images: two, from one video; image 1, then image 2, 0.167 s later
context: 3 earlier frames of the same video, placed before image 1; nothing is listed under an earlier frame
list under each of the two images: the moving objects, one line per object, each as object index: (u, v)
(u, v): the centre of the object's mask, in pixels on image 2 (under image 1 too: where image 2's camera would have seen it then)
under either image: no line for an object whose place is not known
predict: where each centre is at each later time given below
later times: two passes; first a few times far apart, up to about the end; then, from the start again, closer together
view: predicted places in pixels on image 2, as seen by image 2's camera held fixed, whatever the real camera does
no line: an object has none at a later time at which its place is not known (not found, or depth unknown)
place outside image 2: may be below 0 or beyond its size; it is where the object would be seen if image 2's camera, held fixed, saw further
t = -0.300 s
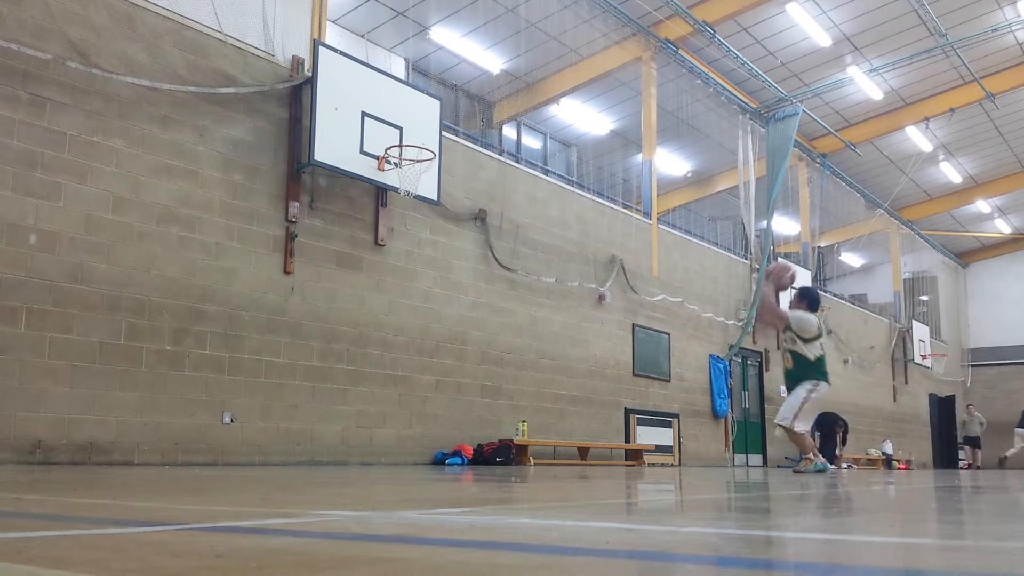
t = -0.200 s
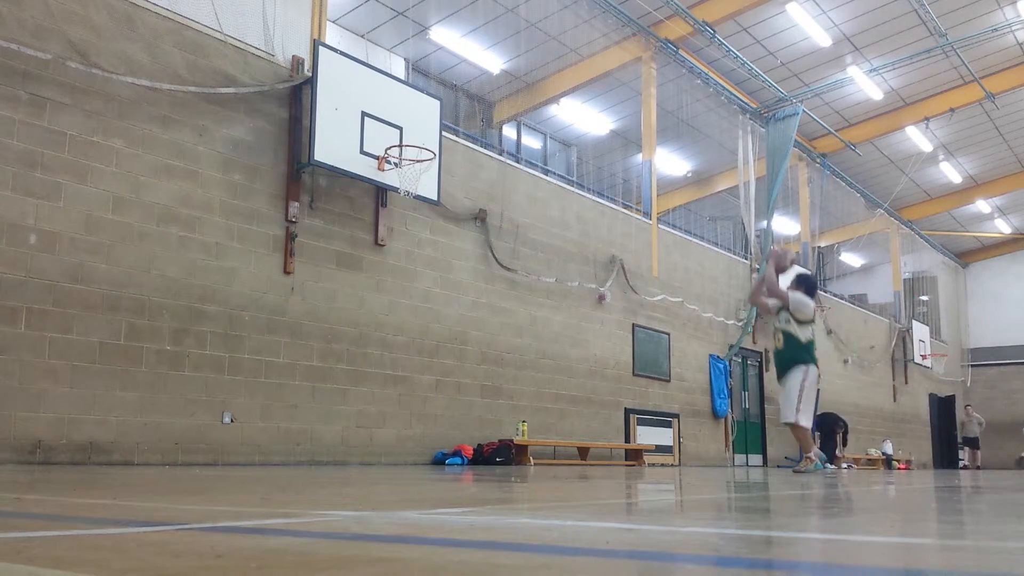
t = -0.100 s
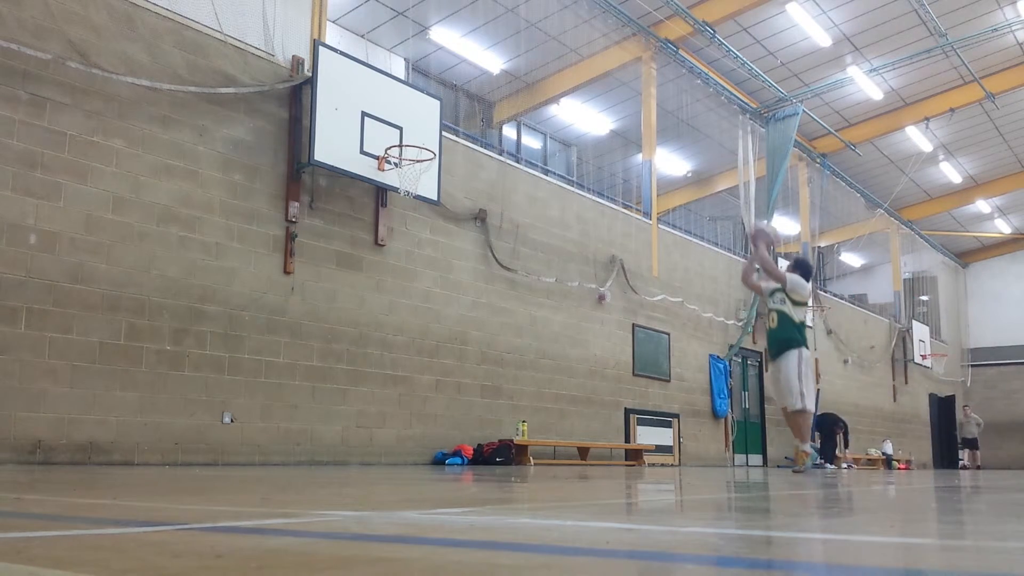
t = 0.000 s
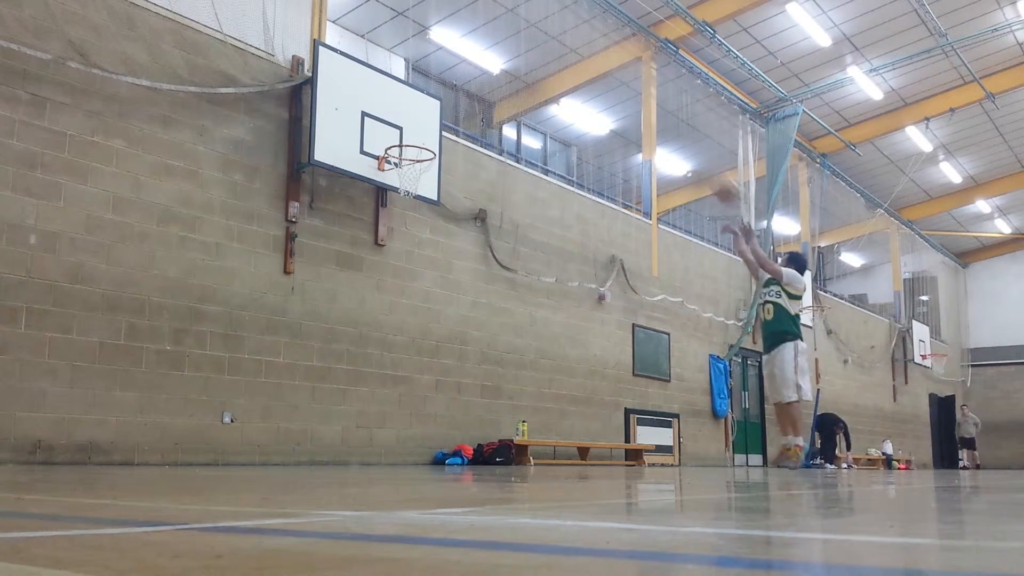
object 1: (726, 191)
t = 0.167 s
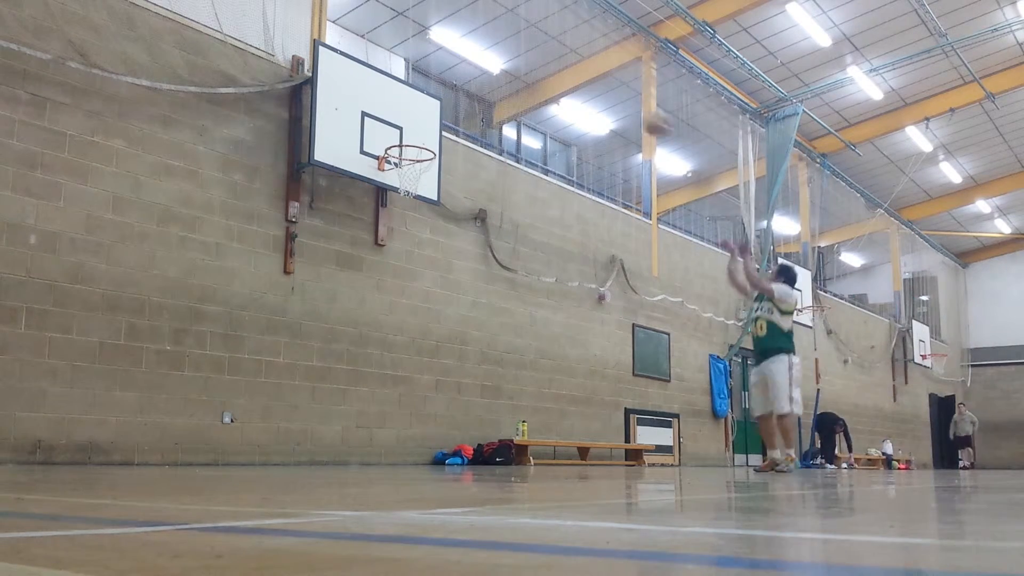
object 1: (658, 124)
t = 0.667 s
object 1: (474, 104)
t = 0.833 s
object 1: (417, 149)
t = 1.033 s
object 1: (395, 136)
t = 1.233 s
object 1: (389, 136)
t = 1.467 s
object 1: (379, 191)
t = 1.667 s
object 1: (367, 291)
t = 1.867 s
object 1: (354, 451)
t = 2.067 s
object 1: (350, 343)
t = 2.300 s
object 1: (342, 273)
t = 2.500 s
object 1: (333, 266)
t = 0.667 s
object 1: (474, 104)
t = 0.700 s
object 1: (465, 112)
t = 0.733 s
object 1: (454, 118)
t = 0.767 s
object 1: (442, 127)
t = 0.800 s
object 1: (430, 136)
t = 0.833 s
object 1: (417, 149)
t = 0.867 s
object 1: (411, 148)
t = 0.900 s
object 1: (405, 146)
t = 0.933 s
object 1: (397, 147)
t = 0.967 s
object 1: (396, 141)
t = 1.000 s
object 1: (395, 138)
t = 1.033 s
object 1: (395, 136)
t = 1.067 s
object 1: (393, 133)
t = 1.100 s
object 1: (392, 132)
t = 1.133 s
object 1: (391, 131)
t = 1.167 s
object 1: (390, 132)
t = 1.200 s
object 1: (390, 133)
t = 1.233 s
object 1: (389, 136)
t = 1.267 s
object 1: (387, 139)
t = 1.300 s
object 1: (385, 145)
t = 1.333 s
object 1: (384, 151)
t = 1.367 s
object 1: (383, 159)
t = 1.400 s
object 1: (381, 167)
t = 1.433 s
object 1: (380, 179)
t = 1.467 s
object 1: (379, 191)
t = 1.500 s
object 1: (378, 202)
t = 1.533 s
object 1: (376, 217)
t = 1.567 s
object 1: (377, 233)
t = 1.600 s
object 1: (372, 251)
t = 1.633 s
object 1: (369, 271)
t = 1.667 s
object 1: (367, 291)
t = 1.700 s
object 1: (365, 316)
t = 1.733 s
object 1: (362, 344)
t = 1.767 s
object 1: (360, 369)
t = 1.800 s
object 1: (359, 395)
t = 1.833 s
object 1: (356, 427)
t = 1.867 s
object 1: (354, 451)
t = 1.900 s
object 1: (354, 433)
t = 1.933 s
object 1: (352, 412)
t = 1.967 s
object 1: (351, 392)
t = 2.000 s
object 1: (351, 375)
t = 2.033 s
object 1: (350, 358)
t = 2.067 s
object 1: (350, 343)
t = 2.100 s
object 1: (349, 330)
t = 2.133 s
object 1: (347, 319)
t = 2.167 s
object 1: (347, 306)
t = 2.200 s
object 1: (346, 297)
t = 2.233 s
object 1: (344, 288)
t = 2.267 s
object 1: (343, 279)
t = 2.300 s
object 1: (342, 273)
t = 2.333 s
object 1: (341, 268)
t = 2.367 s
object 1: (339, 265)
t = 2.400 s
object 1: (338, 263)
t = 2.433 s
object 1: (337, 263)
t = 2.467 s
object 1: (335, 264)
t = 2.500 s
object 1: (333, 266)
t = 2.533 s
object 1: (331, 270)
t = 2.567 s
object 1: (329, 276)
